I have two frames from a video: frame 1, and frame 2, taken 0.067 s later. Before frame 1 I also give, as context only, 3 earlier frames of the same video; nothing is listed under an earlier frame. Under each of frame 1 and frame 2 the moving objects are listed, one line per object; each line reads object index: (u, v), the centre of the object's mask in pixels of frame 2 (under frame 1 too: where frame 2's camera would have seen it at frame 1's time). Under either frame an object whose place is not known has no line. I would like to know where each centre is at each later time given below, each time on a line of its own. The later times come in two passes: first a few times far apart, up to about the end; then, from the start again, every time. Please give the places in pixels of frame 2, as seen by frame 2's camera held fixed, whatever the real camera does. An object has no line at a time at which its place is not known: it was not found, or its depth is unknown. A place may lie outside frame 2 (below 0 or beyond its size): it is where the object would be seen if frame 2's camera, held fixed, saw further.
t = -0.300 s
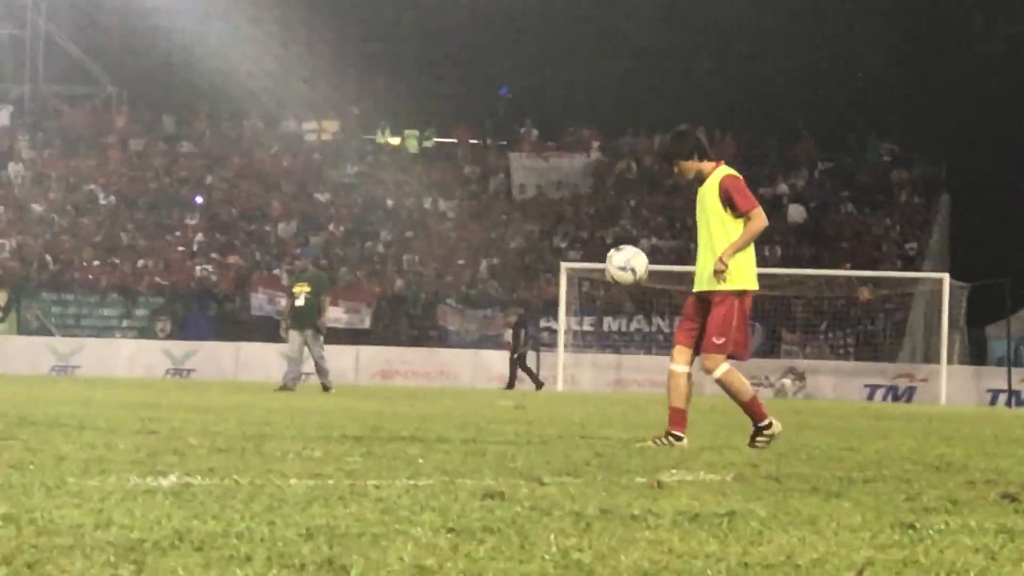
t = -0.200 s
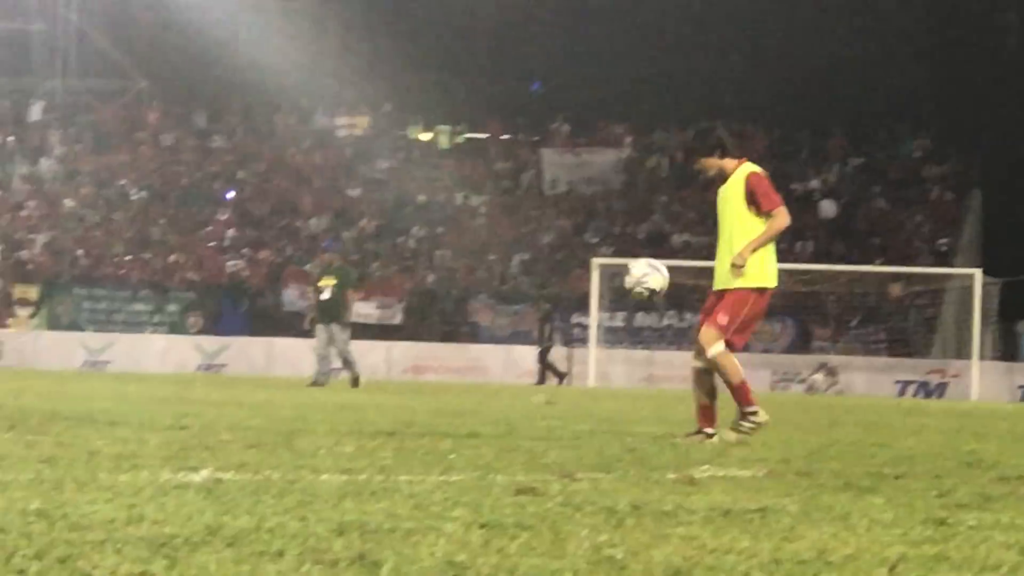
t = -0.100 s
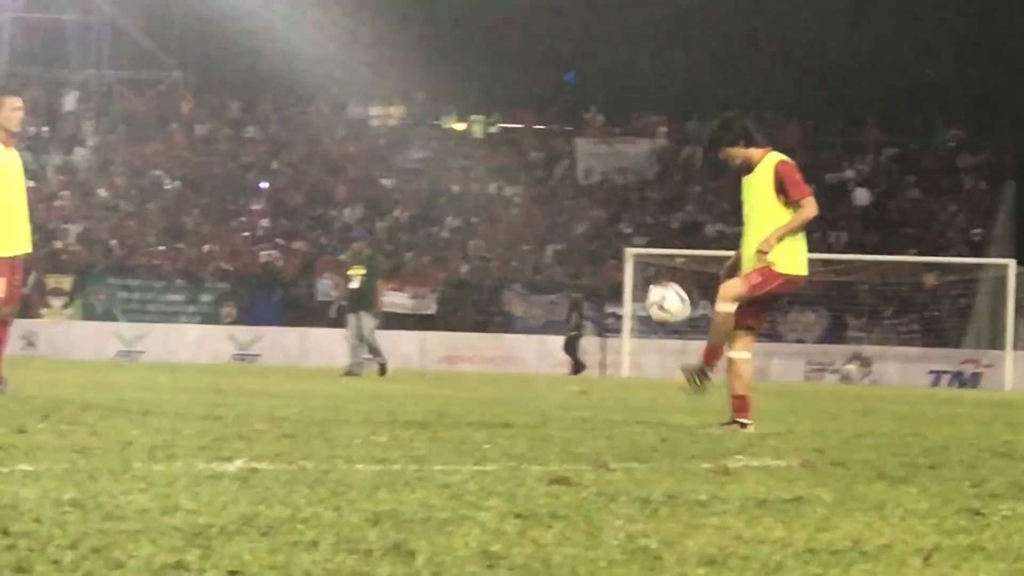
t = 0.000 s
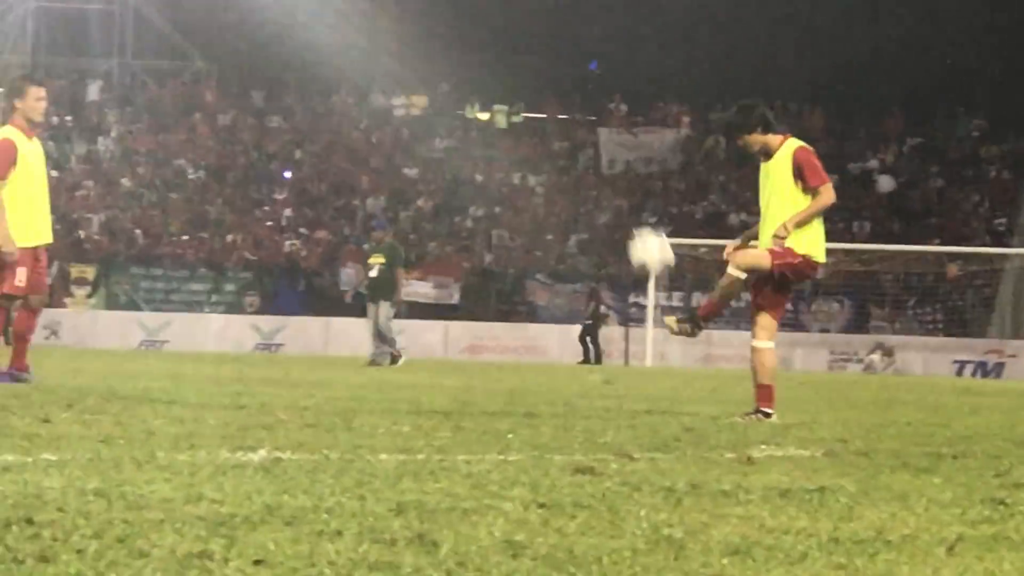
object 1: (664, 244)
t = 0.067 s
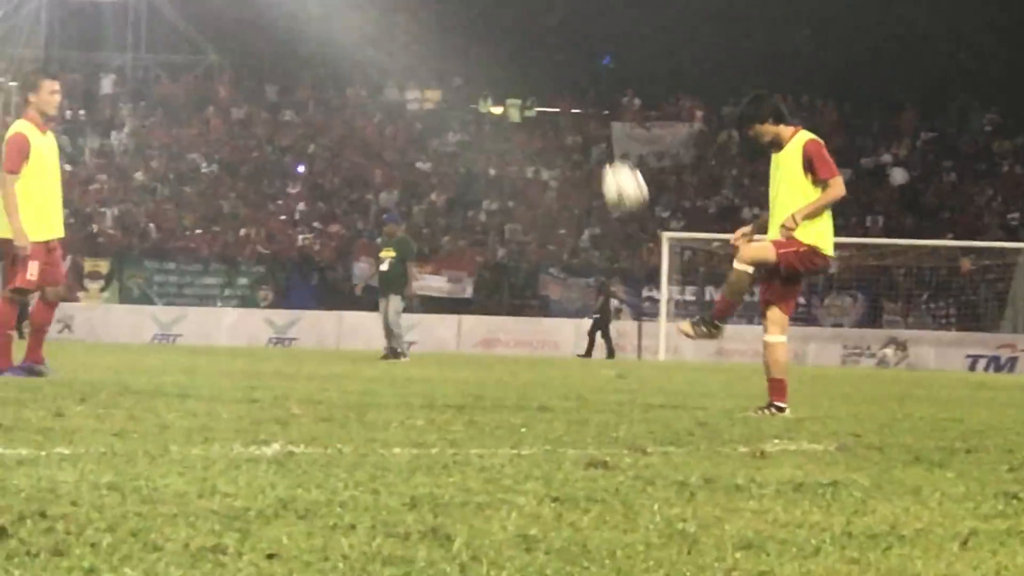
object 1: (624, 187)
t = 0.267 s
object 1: (512, 64)
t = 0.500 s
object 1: (384, 16)
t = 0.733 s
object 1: (253, 71)
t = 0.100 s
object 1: (605, 160)
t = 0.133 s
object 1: (586, 136)
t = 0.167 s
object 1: (567, 114)
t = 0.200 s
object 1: (549, 95)
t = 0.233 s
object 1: (530, 79)
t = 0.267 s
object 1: (512, 64)
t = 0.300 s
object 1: (494, 51)
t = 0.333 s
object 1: (475, 40)
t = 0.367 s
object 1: (457, 32)
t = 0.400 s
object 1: (439, 23)
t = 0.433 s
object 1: (420, 19)
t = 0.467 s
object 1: (402, 17)
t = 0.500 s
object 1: (384, 16)
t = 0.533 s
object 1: (365, 18)
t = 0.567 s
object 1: (347, 21)
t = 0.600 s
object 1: (328, 27)
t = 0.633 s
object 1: (309, 35)
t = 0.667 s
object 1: (290, 45)
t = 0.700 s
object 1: (271, 58)
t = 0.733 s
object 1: (253, 71)
